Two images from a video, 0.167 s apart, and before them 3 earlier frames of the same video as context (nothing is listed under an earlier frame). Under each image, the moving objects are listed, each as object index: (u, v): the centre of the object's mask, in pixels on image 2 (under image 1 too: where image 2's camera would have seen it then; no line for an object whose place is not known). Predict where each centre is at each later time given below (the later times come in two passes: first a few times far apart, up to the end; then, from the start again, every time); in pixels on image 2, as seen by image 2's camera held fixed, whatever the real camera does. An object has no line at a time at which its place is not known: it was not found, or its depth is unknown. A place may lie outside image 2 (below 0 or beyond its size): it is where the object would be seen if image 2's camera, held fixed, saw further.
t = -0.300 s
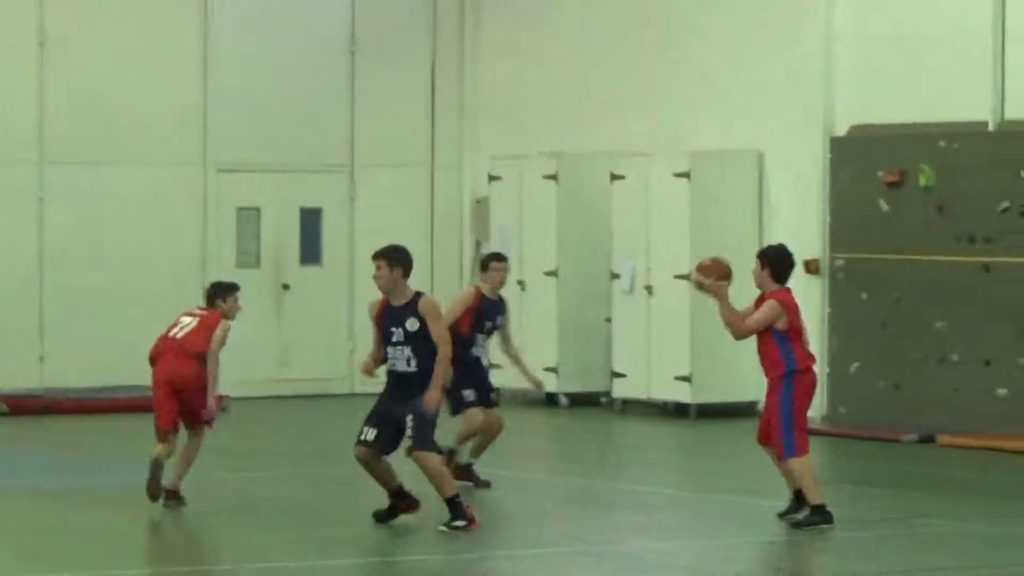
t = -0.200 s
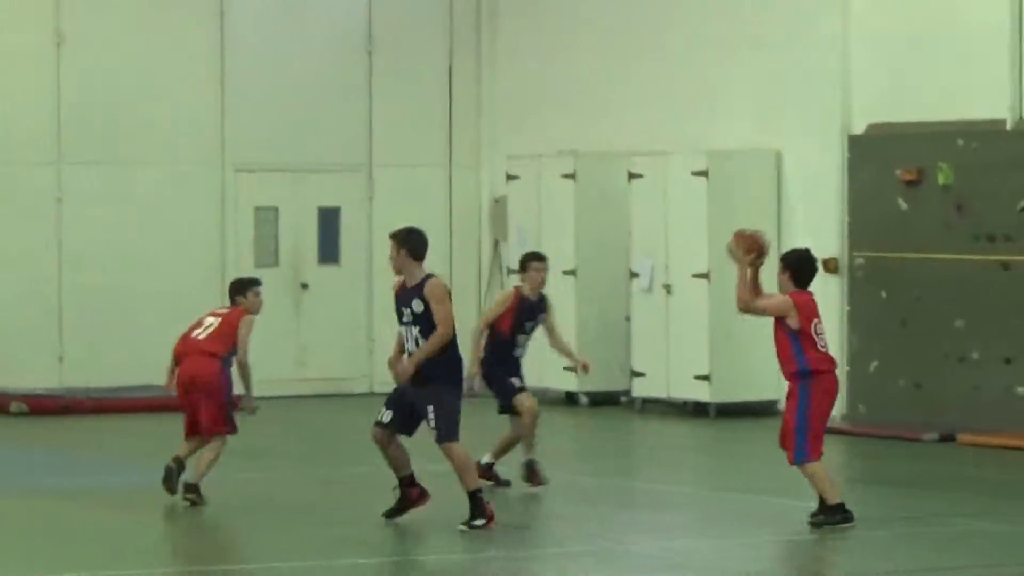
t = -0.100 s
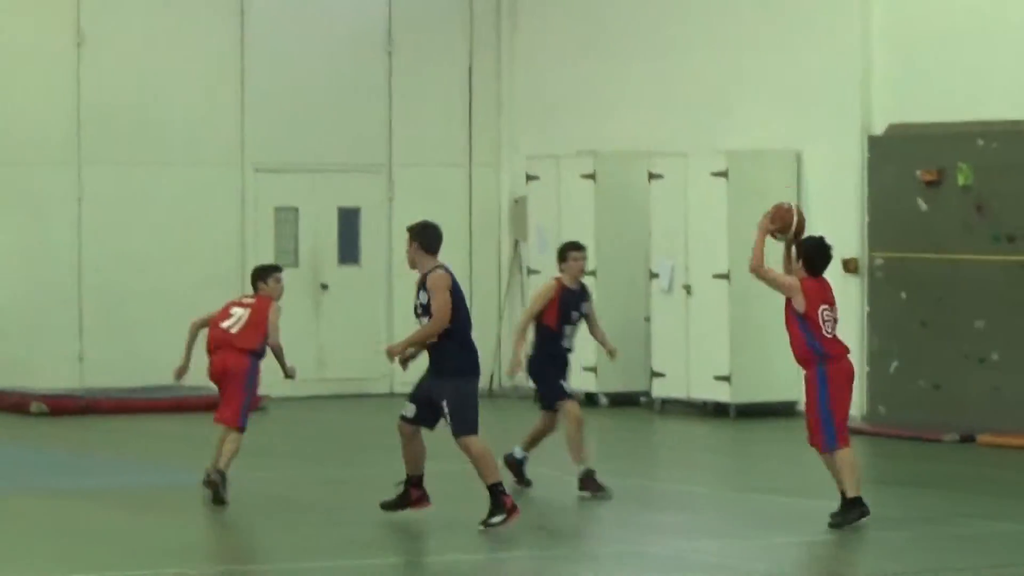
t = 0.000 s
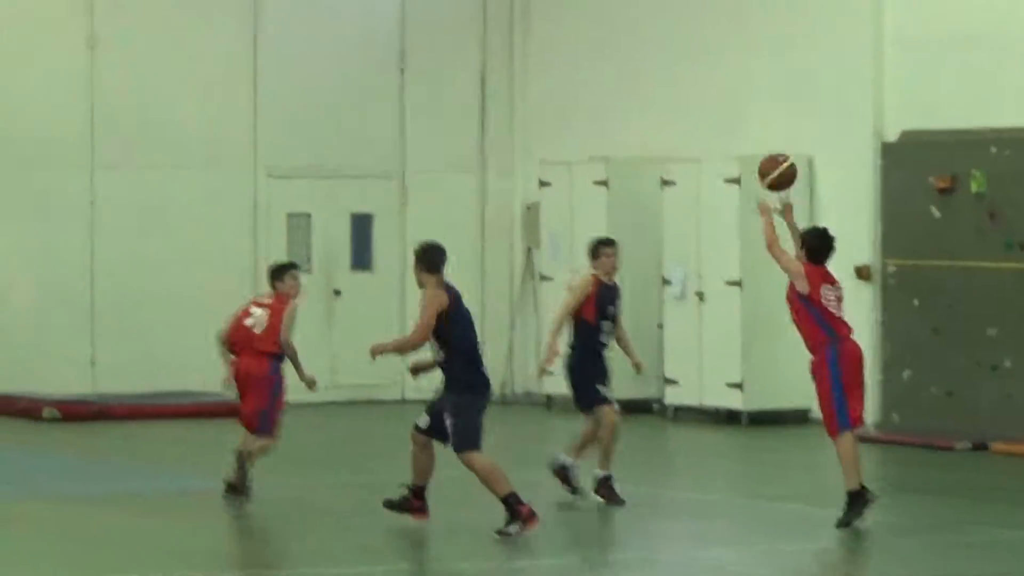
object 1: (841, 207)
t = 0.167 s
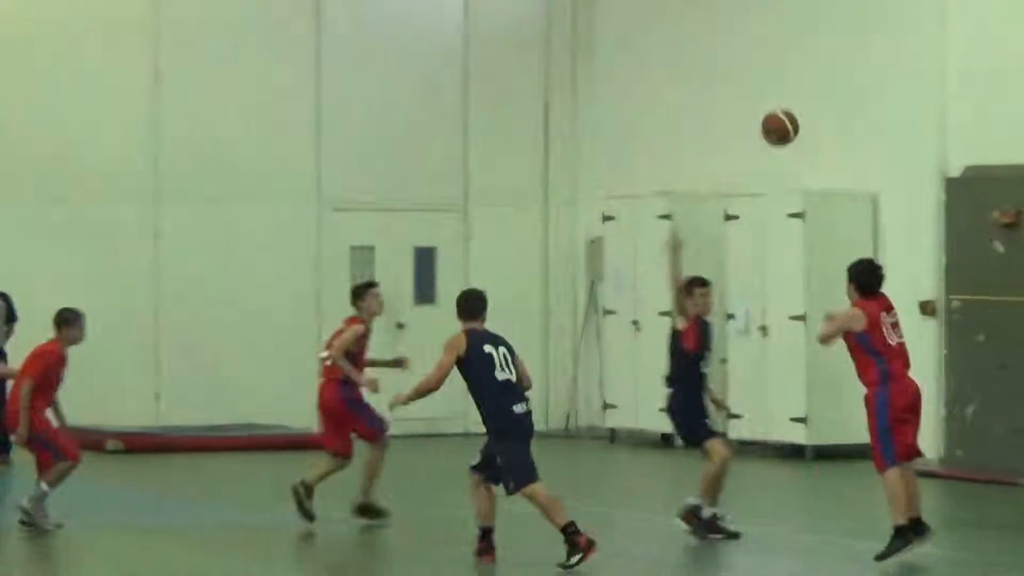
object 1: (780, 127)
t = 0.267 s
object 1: (747, 104)
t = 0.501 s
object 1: (676, 105)
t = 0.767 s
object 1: (603, 196)
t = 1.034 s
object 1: (534, 367)
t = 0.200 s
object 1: (768, 117)
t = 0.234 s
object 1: (757, 110)
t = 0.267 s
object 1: (747, 104)
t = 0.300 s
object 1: (736, 100)
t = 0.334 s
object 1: (726, 96)
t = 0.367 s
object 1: (715, 94)
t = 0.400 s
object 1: (705, 94)
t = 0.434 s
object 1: (695, 97)
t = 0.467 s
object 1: (685, 100)
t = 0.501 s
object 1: (676, 105)
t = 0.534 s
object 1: (666, 111)
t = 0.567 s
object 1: (657, 119)
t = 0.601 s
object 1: (647, 129)
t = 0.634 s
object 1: (638, 141)
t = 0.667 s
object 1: (629, 153)
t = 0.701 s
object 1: (621, 166)
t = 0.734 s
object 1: (612, 180)
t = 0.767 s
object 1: (603, 196)
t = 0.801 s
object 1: (594, 214)
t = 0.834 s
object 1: (585, 234)
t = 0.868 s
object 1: (576, 253)
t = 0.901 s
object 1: (567, 274)
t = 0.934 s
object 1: (560, 295)
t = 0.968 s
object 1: (551, 319)
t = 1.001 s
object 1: (543, 343)
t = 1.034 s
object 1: (534, 367)
